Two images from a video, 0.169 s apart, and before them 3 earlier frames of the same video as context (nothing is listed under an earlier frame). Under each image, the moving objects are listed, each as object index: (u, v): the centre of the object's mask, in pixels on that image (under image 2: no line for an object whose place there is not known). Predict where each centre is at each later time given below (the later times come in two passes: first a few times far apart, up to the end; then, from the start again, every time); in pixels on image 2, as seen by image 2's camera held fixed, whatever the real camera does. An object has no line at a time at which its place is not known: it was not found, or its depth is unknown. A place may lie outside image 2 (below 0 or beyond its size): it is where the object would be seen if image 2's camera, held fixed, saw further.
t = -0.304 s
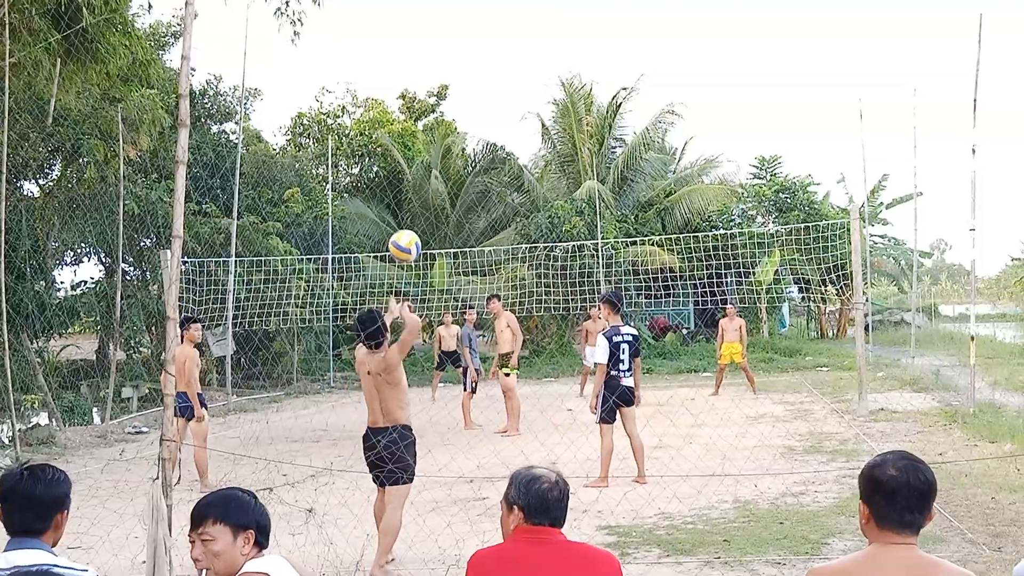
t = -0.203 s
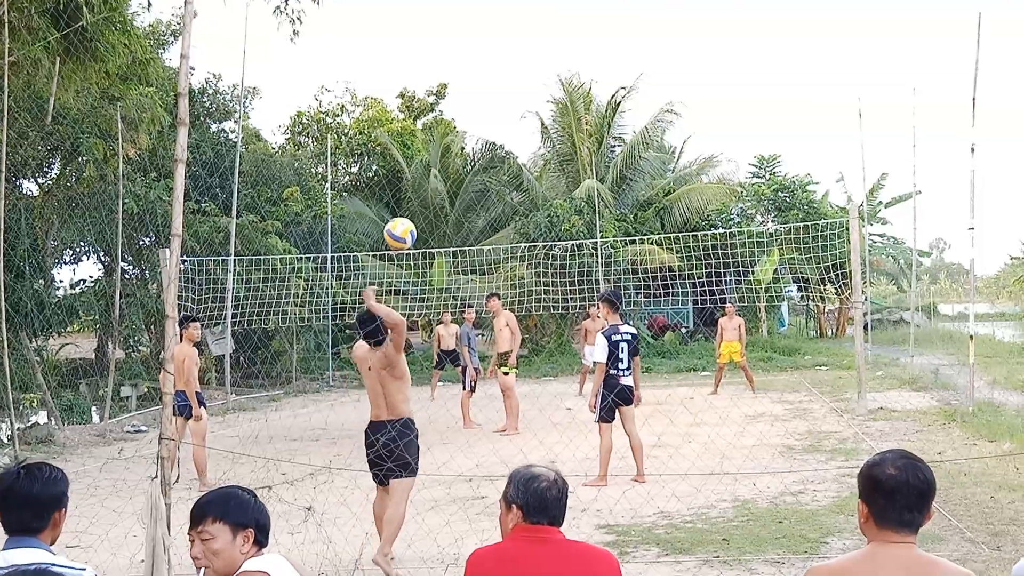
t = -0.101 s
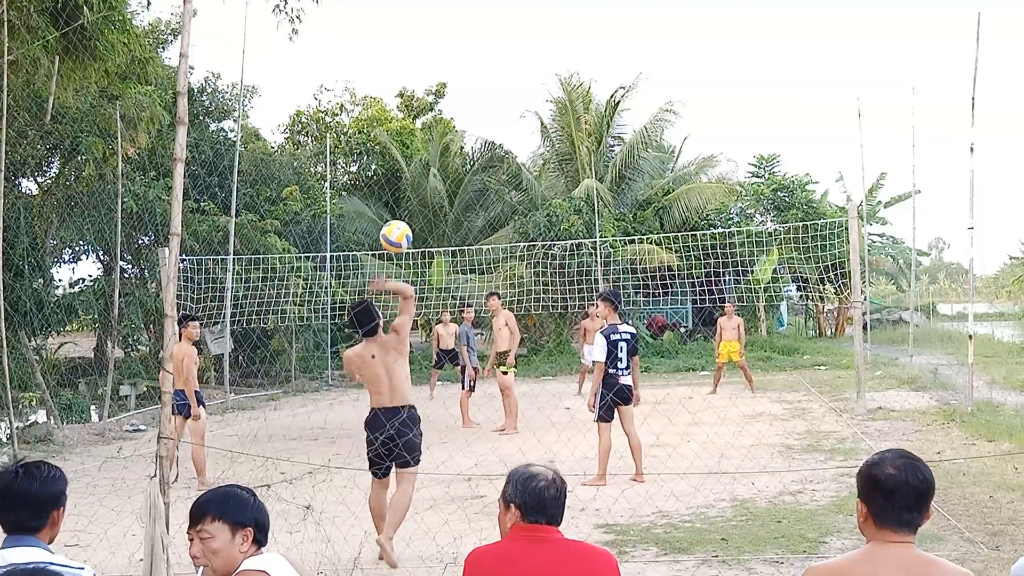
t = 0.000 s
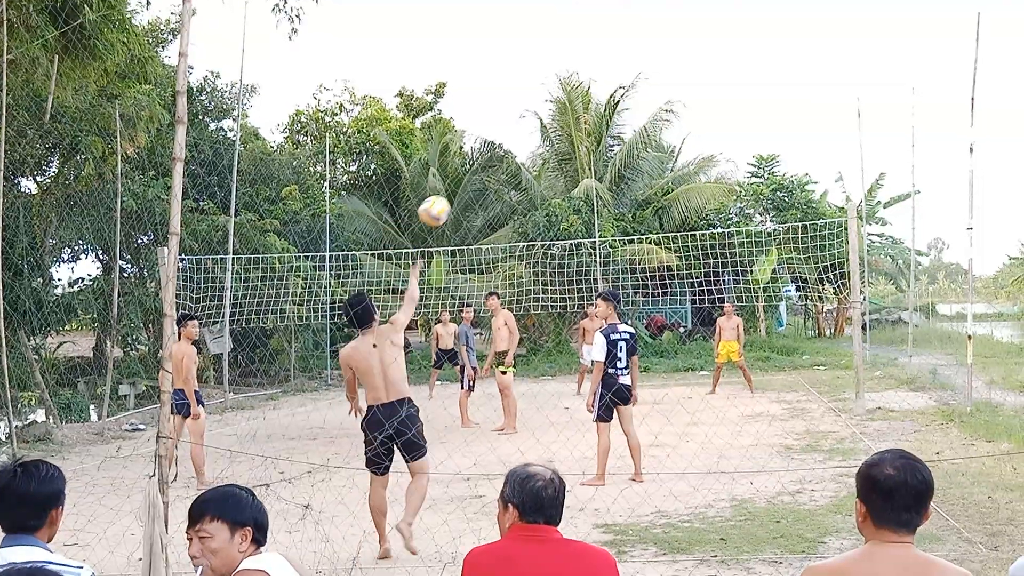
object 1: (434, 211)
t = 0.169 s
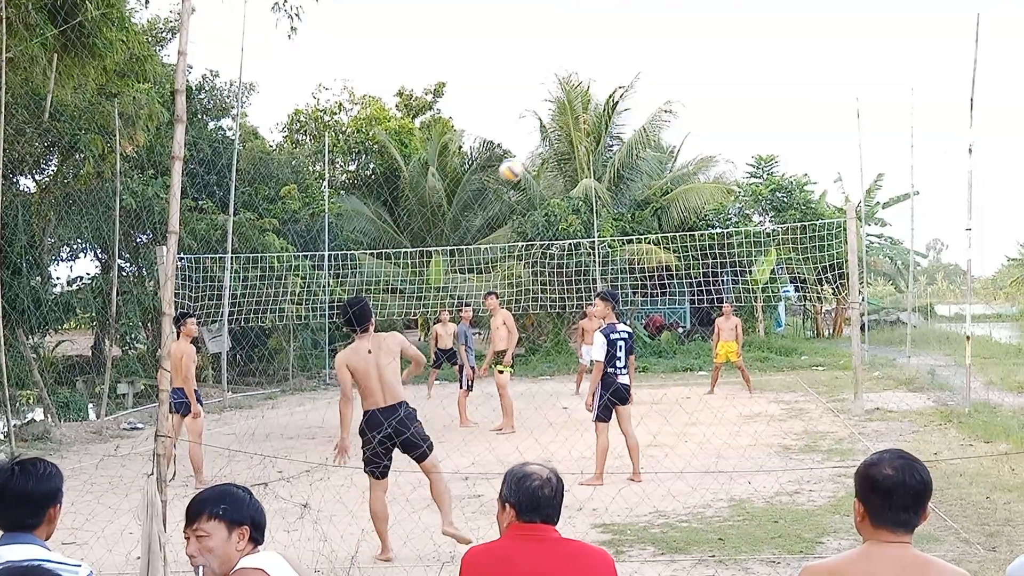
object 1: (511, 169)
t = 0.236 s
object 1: (536, 165)
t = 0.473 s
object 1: (604, 182)
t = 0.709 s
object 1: (653, 229)
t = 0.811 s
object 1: (669, 254)
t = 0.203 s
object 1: (524, 168)
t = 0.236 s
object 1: (536, 165)
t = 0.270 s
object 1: (547, 165)
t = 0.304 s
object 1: (557, 166)
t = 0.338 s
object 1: (568, 168)
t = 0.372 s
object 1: (578, 170)
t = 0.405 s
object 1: (588, 173)
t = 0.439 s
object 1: (597, 177)
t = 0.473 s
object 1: (604, 182)
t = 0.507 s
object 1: (613, 187)
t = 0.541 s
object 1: (621, 193)
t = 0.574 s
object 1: (628, 199)
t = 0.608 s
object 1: (635, 206)
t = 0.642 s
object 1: (641, 214)
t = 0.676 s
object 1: (647, 221)
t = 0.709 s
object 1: (653, 229)
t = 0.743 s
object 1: (658, 238)
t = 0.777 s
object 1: (664, 246)
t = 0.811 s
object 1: (669, 254)
